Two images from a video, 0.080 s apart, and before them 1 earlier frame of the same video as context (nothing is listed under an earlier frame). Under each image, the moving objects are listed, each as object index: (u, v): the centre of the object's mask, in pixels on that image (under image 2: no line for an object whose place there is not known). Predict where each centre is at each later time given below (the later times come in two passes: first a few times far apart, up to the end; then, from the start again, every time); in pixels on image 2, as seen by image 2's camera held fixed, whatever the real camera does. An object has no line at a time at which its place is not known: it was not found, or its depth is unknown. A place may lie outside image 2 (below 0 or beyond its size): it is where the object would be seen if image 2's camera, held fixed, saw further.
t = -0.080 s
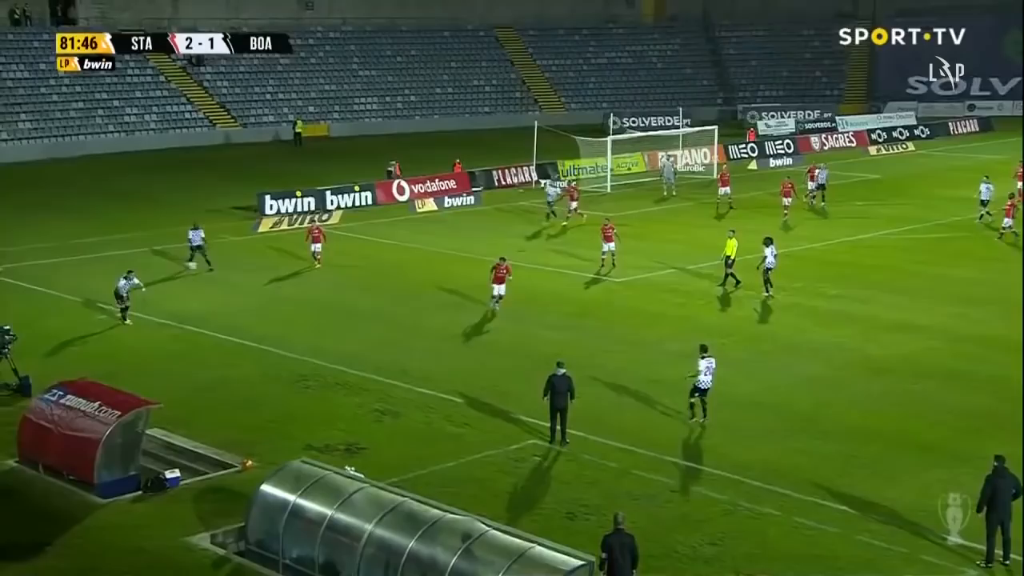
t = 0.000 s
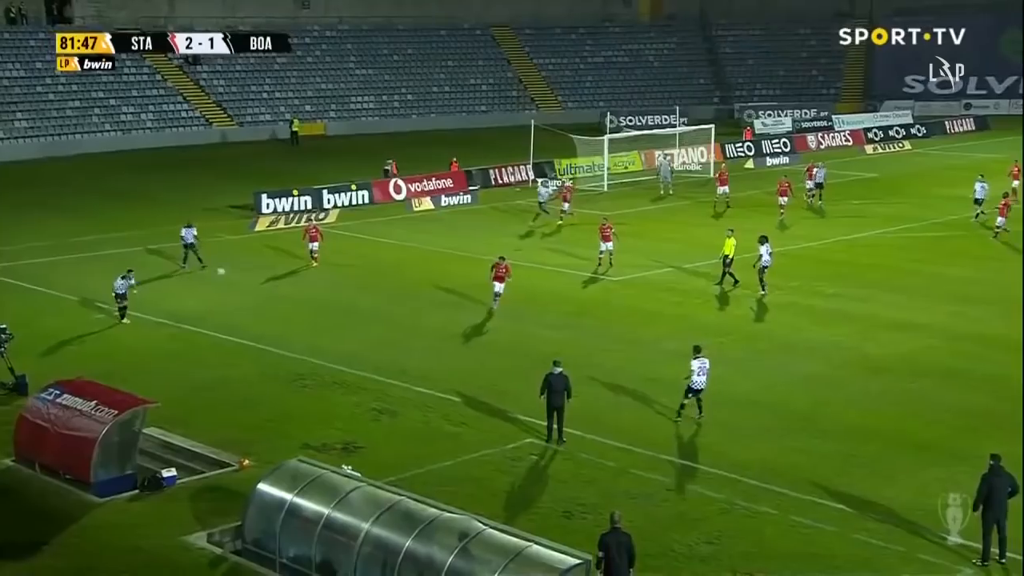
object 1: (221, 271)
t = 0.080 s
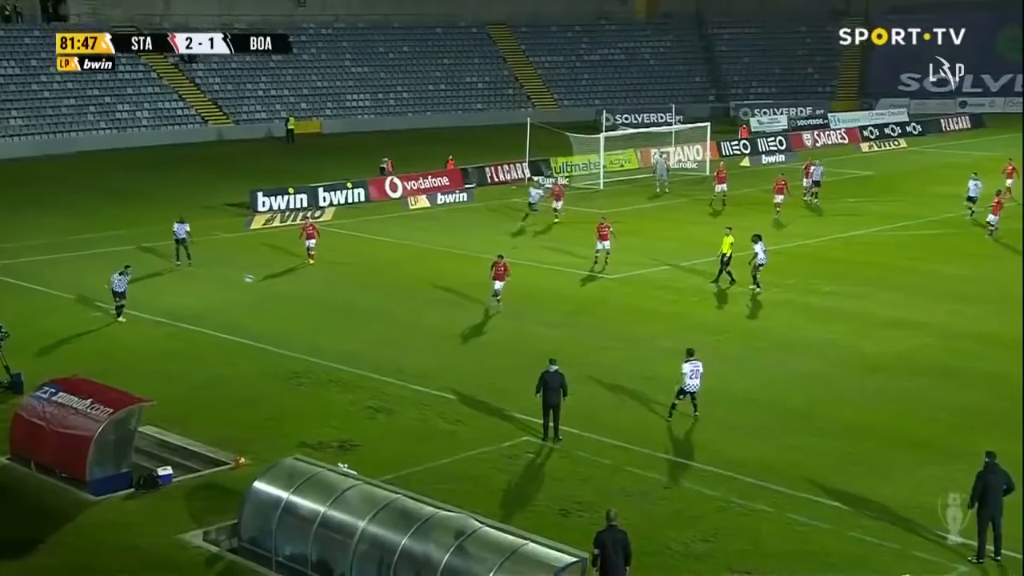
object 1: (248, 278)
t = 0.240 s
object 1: (312, 306)
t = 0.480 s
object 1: (404, 355)
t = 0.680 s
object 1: (466, 354)
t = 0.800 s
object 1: (504, 362)
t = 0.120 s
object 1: (264, 284)
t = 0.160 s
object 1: (280, 291)
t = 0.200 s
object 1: (296, 298)
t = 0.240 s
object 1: (312, 306)
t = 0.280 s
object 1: (328, 314)
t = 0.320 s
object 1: (344, 324)
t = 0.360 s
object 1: (361, 334)
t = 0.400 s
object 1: (377, 345)
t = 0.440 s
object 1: (392, 357)
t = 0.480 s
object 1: (404, 355)
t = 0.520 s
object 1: (416, 354)
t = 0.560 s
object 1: (429, 352)
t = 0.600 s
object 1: (441, 352)
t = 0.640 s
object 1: (453, 352)
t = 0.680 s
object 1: (466, 354)
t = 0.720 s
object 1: (479, 356)
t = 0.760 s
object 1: (492, 359)
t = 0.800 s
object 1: (504, 362)
